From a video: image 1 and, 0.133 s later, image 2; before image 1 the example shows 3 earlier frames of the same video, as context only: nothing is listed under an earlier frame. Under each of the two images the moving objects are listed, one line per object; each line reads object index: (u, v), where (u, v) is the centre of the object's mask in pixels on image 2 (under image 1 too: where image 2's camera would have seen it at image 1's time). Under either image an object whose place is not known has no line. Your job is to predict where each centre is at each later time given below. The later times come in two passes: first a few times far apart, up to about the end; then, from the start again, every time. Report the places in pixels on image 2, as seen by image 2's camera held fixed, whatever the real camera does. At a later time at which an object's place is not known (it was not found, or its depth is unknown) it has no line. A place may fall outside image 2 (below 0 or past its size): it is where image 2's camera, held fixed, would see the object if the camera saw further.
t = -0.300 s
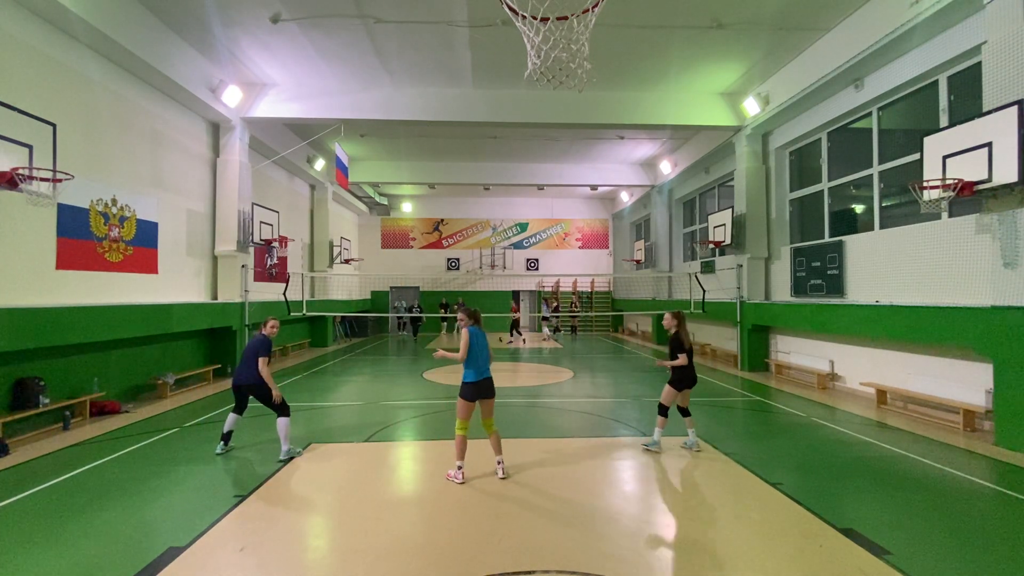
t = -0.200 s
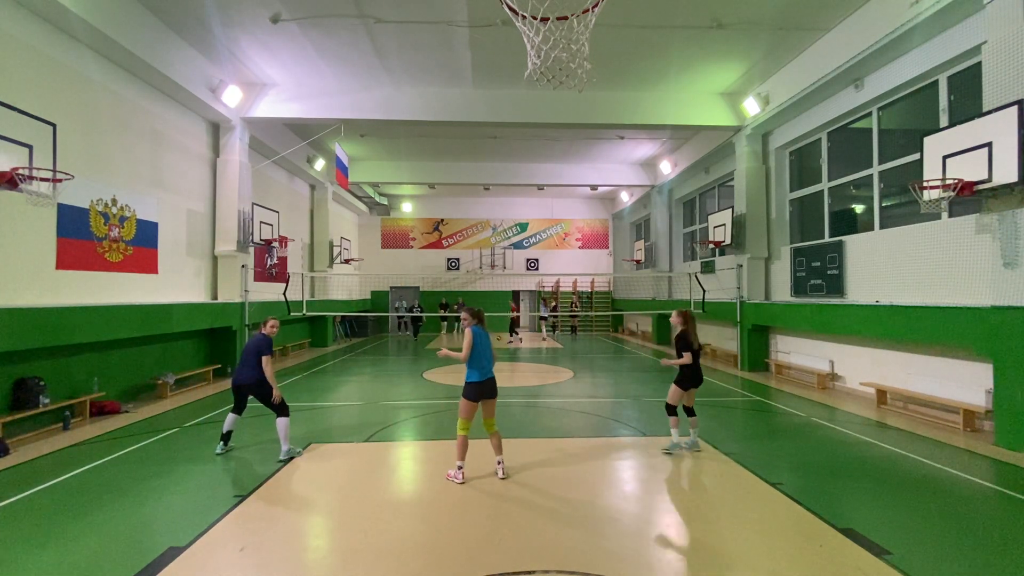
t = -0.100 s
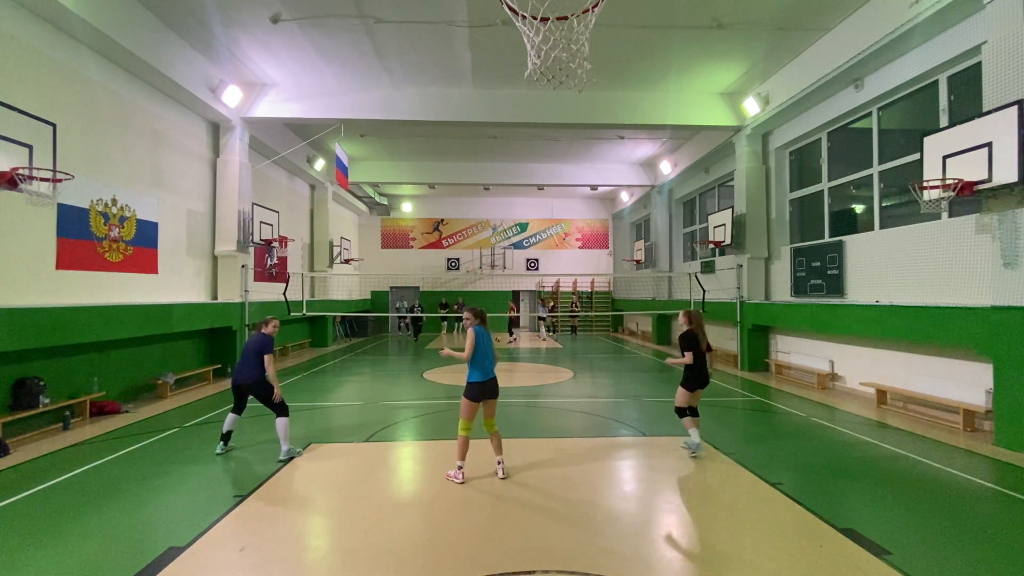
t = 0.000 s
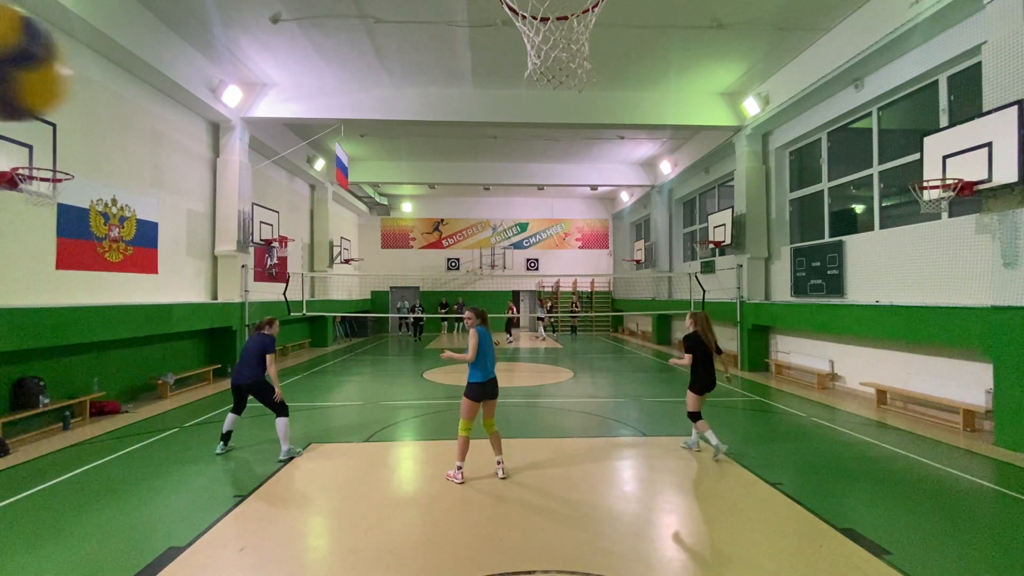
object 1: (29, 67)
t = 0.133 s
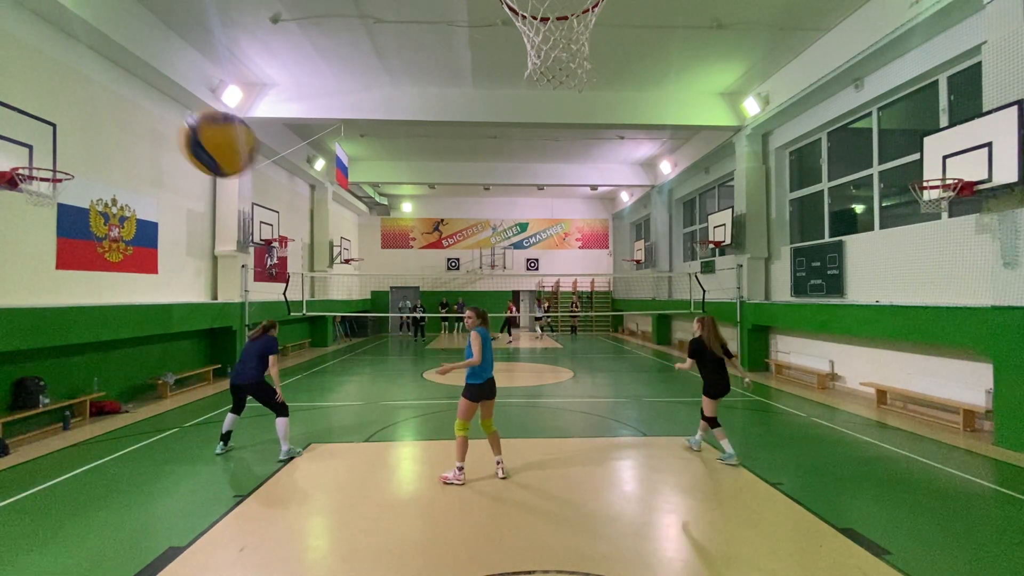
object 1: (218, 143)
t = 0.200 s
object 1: (273, 180)
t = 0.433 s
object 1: (369, 297)
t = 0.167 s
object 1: (248, 161)
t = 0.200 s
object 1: (273, 180)
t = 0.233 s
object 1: (293, 197)
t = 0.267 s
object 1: (311, 214)
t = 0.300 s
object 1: (326, 231)
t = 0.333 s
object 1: (338, 248)
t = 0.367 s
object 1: (350, 264)
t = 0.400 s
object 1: (360, 280)
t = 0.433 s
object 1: (369, 297)
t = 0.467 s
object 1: (377, 313)
